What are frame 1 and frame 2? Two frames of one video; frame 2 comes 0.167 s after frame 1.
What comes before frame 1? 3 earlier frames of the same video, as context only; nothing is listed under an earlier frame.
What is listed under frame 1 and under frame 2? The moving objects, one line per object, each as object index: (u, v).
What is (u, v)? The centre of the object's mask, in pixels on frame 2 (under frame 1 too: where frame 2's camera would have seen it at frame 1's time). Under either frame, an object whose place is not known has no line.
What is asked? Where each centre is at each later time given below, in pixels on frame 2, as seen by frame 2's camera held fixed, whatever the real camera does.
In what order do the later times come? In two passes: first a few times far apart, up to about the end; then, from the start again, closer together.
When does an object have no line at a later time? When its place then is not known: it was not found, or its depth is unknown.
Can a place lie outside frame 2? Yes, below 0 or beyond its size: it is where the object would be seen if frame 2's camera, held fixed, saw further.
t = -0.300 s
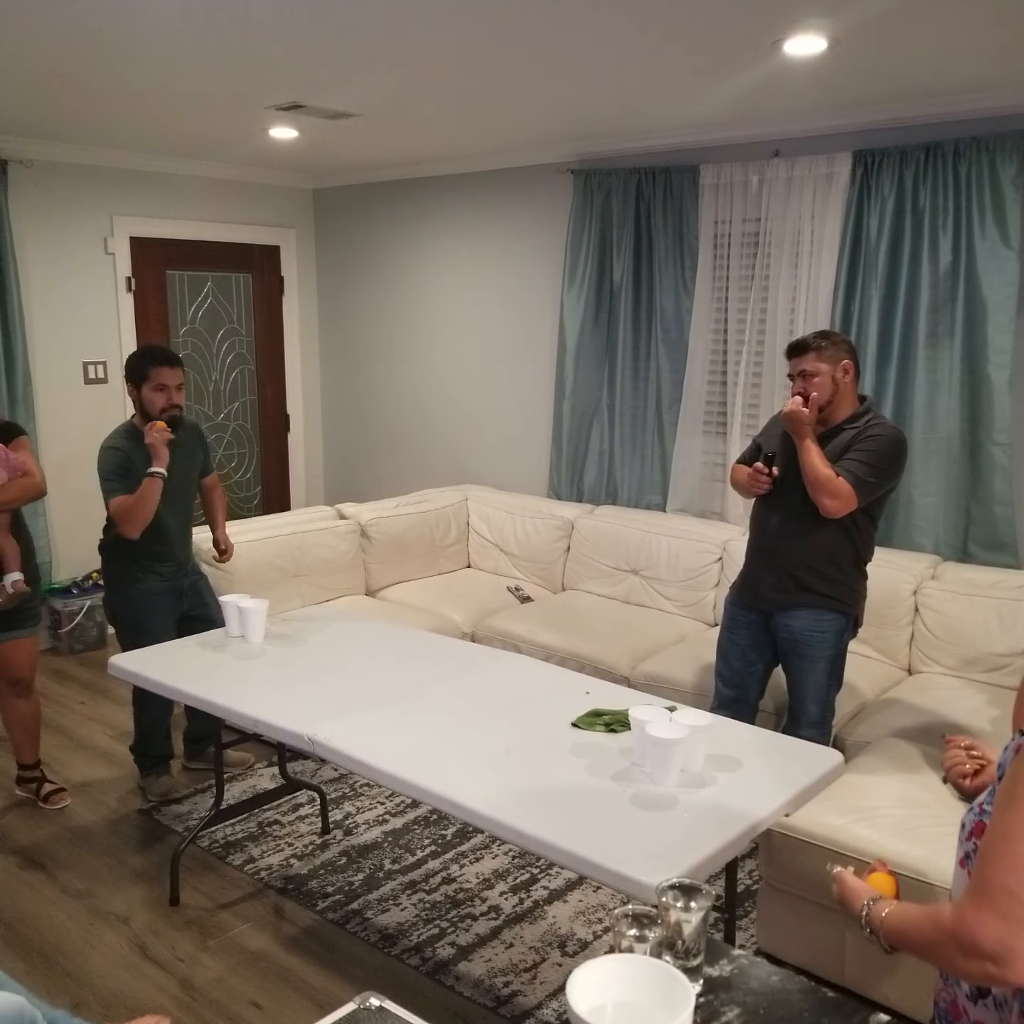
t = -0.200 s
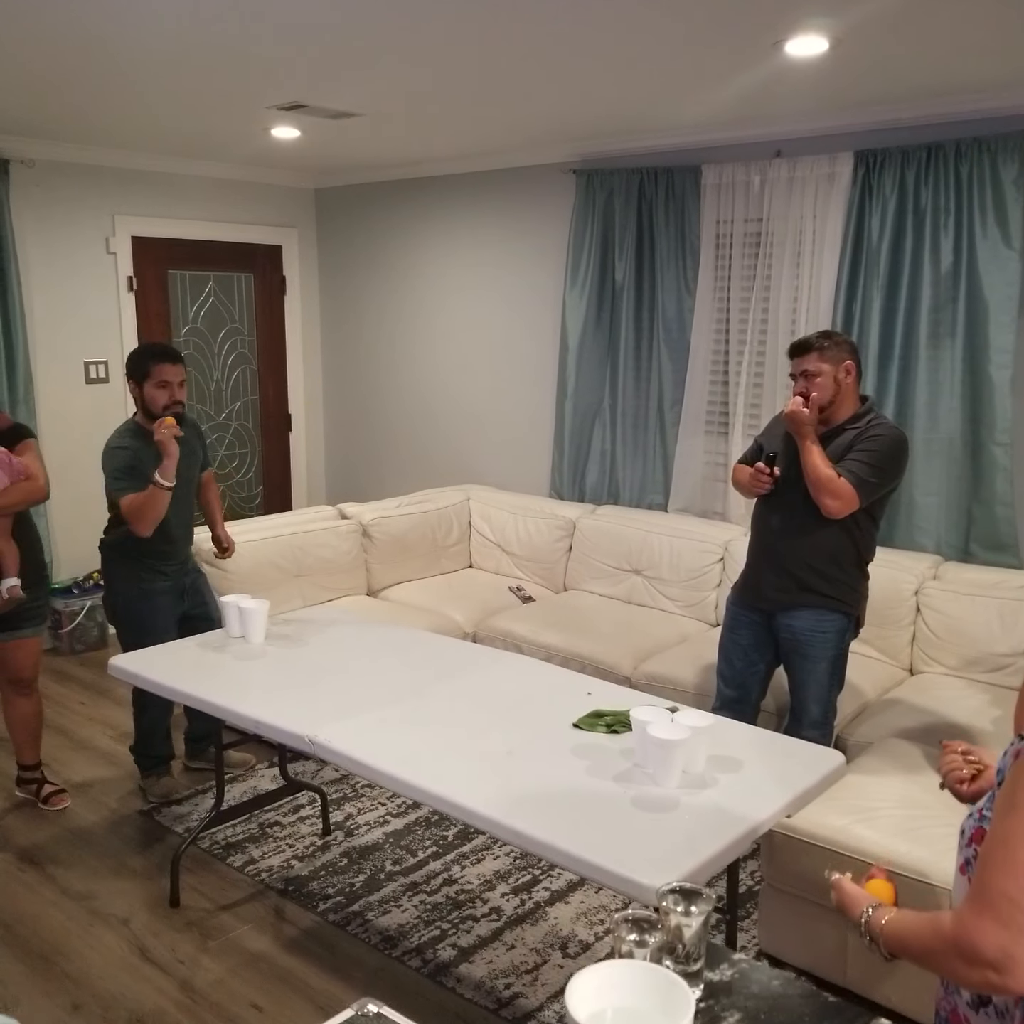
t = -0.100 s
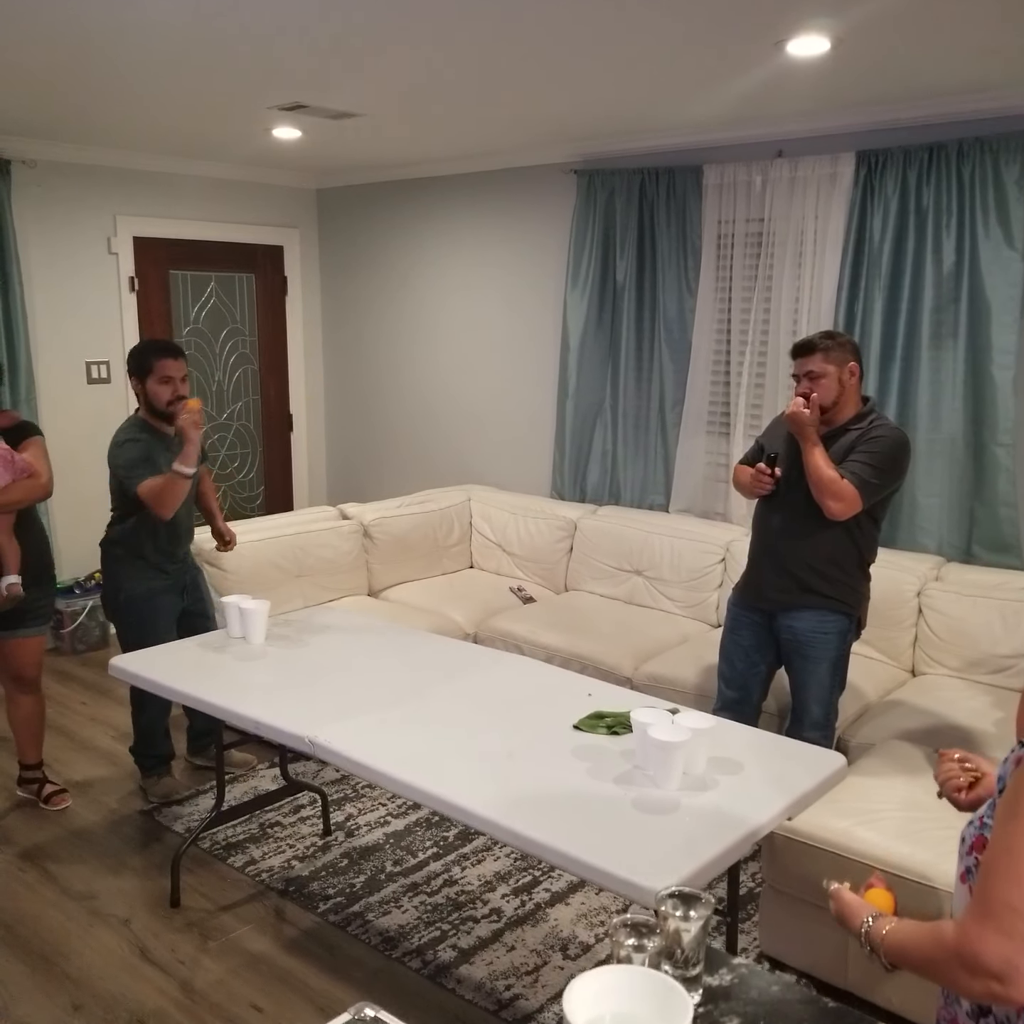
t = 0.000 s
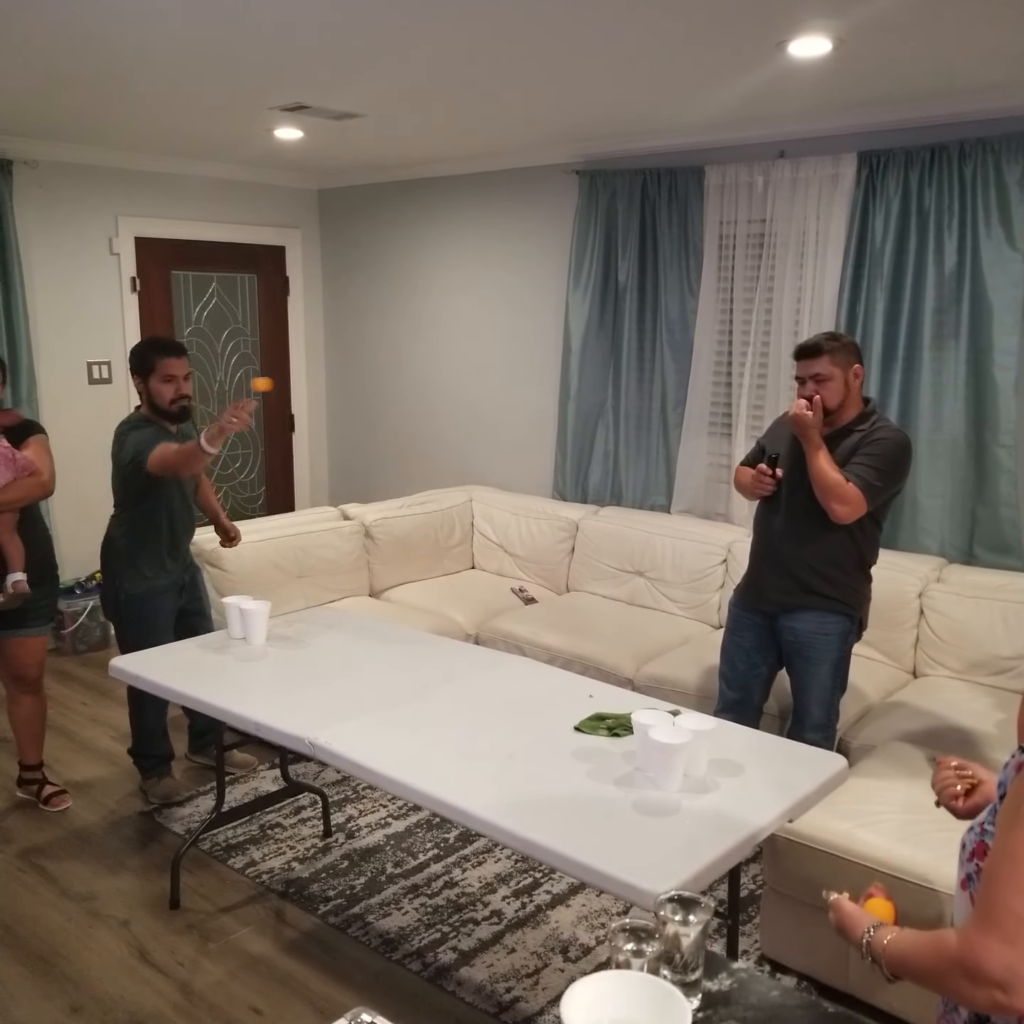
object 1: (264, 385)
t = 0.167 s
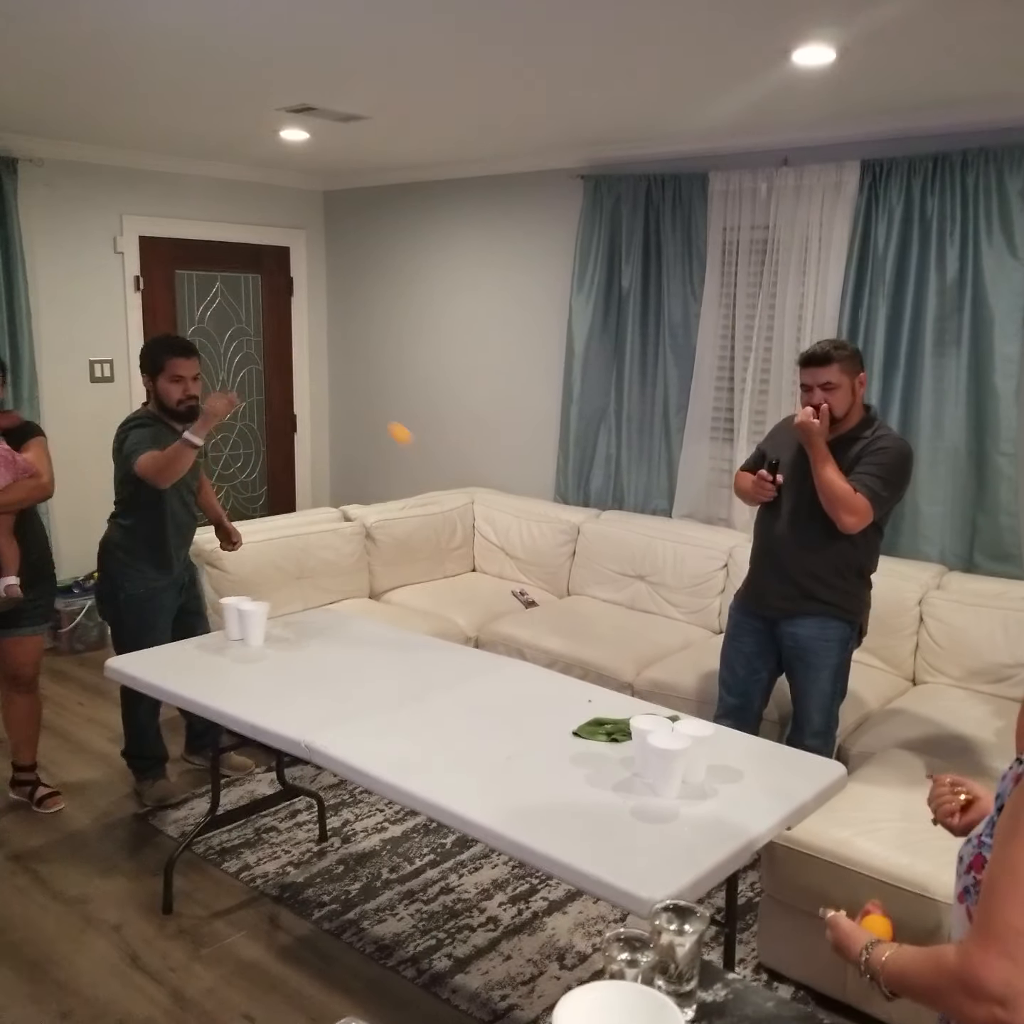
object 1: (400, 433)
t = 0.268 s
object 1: (495, 528)
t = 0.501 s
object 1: (569, 756)
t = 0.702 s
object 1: (449, 809)
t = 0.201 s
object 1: (430, 458)
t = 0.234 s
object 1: (461, 488)
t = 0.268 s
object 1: (495, 528)
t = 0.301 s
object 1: (529, 572)
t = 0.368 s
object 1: (598, 677)
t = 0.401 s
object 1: (618, 734)
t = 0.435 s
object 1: (601, 781)
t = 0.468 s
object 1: (585, 767)
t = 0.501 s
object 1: (569, 756)
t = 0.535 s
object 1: (550, 750)
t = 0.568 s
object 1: (531, 749)
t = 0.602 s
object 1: (512, 754)
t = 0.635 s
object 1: (492, 766)
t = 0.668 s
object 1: (471, 783)
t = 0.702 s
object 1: (449, 809)
